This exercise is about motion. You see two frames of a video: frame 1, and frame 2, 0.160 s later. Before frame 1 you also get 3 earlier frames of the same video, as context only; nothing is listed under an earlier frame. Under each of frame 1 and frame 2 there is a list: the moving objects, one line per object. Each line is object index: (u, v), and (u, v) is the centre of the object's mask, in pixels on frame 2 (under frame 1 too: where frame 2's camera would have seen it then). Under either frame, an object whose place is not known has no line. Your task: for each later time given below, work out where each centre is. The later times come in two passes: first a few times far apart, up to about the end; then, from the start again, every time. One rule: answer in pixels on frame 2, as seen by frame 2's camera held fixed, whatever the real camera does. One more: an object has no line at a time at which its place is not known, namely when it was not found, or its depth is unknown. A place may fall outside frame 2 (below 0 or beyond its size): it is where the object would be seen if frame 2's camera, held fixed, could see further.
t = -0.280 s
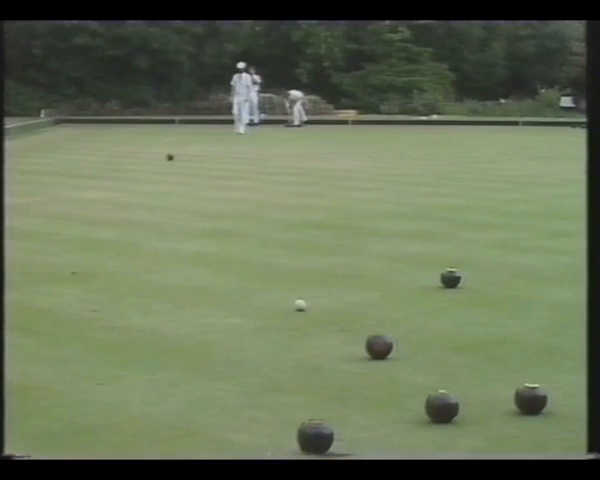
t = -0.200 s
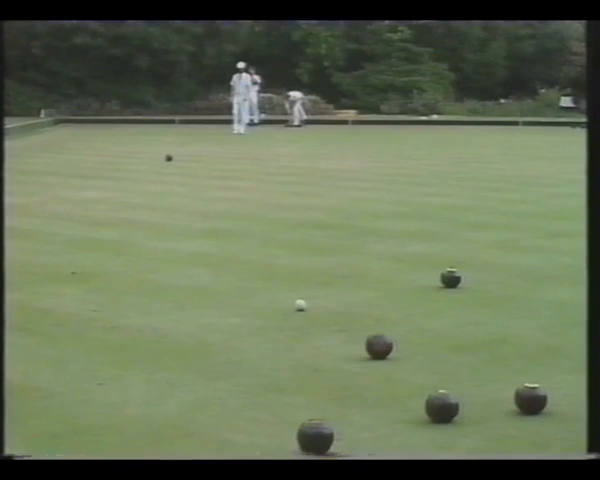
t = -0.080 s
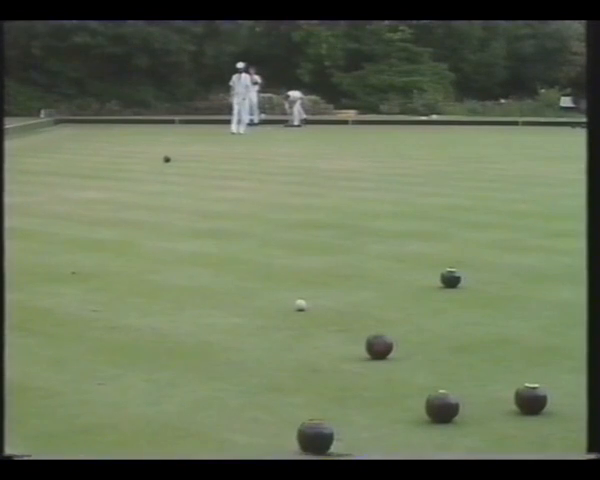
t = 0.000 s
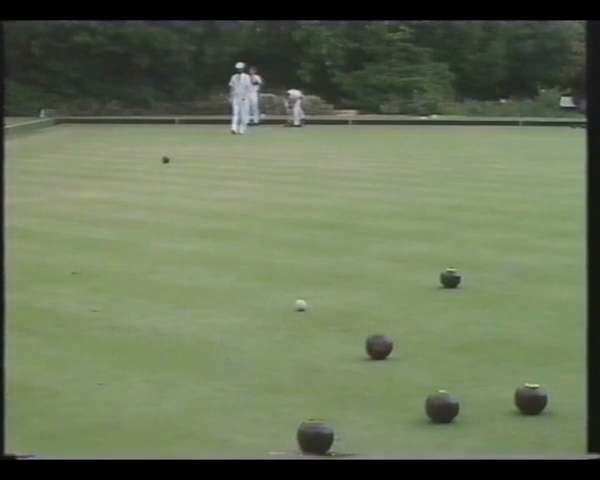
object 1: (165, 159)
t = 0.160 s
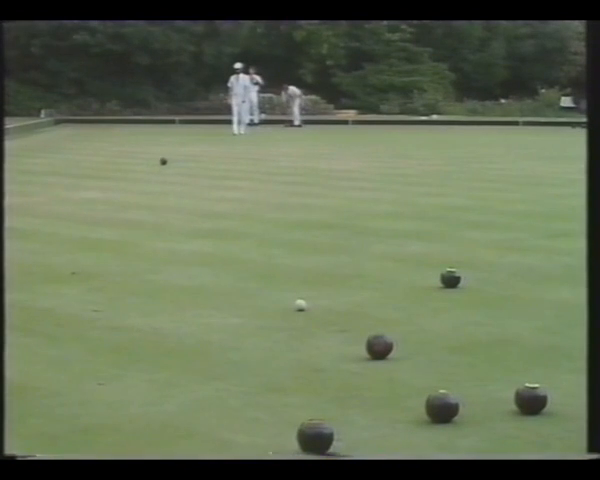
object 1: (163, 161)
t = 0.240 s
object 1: (162, 162)
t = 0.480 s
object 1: (159, 164)
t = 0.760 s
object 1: (156, 167)
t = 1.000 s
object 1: (154, 170)
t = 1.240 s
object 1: (153, 173)
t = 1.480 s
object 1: (151, 176)
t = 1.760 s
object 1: (150, 179)
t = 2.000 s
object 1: (149, 183)
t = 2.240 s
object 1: (149, 187)
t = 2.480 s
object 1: (150, 190)
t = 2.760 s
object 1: (151, 194)
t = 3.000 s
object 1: (153, 198)
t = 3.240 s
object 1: (155, 202)
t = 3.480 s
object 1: (158, 206)
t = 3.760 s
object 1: (162, 211)
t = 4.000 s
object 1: (165, 216)
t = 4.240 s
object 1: (170, 220)
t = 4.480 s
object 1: (175, 224)
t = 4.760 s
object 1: (182, 230)
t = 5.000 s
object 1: (188, 234)
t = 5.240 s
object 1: (196, 239)
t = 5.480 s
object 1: (204, 244)
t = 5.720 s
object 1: (213, 249)
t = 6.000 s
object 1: (223, 254)
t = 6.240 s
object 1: (232, 260)
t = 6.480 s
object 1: (242, 264)
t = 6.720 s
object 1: (253, 269)
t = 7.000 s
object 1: (265, 274)
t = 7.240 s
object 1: (276, 278)
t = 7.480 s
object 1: (287, 282)
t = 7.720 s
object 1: (298, 284)
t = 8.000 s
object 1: (311, 288)
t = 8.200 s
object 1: (320, 291)
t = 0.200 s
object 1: (162, 161)
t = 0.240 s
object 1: (162, 162)
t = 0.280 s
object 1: (161, 162)
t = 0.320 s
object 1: (161, 163)
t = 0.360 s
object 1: (160, 163)
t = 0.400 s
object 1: (160, 164)
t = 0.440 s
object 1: (159, 164)
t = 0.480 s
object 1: (159, 164)
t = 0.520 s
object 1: (159, 165)
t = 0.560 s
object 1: (158, 165)
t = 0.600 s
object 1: (157, 166)
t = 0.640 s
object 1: (157, 166)
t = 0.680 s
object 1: (157, 167)
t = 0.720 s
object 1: (156, 167)
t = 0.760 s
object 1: (156, 167)
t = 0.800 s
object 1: (156, 168)
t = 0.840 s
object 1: (155, 168)
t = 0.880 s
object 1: (155, 169)
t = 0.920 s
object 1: (155, 169)
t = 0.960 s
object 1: (155, 170)
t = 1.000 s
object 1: (154, 170)
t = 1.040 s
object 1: (154, 170)
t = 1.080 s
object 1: (154, 171)
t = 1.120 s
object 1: (153, 171)
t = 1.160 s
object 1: (153, 172)
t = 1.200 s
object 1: (153, 172)
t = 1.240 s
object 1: (153, 173)
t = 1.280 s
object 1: (152, 173)
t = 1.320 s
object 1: (152, 174)
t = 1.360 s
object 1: (152, 174)
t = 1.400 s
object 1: (152, 175)
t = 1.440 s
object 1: (151, 175)
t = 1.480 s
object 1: (151, 176)
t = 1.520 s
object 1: (151, 176)
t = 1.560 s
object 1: (151, 177)
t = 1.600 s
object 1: (150, 177)
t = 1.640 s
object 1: (151, 178)
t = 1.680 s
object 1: (150, 178)
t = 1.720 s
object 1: (150, 179)
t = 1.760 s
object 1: (150, 179)
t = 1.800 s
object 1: (150, 180)
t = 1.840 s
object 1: (150, 180)
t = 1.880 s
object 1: (150, 181)
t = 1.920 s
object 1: (149, 182)
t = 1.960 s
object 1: (149, 182)
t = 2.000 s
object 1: (149, 183)
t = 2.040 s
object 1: (149, 184)
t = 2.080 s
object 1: (149, 184)
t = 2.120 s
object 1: (149, 185)
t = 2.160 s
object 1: (149, 185)
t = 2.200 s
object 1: (149, 186)
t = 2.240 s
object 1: (149, 187)
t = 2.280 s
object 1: (149, 187)
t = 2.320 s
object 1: (149, 188)
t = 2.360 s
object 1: (149, 189)
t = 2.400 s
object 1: (150, 189)
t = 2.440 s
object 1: (149, 190)
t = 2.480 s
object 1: (150, 190)
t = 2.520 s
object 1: (150, 191)
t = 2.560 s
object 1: (150, 191)
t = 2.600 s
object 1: (151, 192)
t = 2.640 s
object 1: (151, 192)
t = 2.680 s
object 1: (150, 193)
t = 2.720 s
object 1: (151, 194)
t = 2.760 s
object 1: (151, 194)
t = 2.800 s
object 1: (151, 195)
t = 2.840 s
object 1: (152, 196)
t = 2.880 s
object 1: (152, 196)
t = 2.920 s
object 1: (152, 197)
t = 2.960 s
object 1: (152, 198)
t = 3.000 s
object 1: (153, 198)
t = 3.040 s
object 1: (153, 199)
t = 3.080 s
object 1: (154, 200)
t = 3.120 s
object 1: (154, 200)
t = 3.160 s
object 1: (154, 201)
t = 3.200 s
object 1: (154, 202)
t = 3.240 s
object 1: (155, 202)
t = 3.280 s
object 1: (156, 203)
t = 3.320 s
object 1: (156, 204)
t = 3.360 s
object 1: (157, 204)
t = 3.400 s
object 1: (157, 205)
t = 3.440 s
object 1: (157, 206)
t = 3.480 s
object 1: (158, 206)
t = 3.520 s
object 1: (158, 207)
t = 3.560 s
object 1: (159, 207)
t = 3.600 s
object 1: (160, 208)
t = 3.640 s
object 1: (160, 209)
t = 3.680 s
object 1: (161, 210)
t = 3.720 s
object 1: (161, 211)
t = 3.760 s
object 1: (162, 211)
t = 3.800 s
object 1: (162, 211)
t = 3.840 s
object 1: (163, 212)
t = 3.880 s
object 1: (163, 213)
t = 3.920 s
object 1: (164, 214)
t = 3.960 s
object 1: (165, 215)
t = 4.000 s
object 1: (165, 216)
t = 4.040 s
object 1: (166, 216)
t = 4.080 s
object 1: (167, 217)
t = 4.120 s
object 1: (167, 218)
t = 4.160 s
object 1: (168, 219)
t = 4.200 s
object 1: (169, 219)
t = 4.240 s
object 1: (170, 220)
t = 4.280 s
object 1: (170, 221)
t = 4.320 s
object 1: (171, 221)
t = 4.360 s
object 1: (172, 222)
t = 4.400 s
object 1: (173, 223)
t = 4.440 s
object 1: (174, 224)
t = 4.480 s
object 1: (175, 224)
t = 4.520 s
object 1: (176, 225)
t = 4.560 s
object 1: (177, 226)
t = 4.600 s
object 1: (178, 227)
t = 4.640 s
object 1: (179, 227)
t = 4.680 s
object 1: (179, 228)
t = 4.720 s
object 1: (180, 229)
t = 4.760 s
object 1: (182, 230)
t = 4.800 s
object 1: (183, 230)
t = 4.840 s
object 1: (184, 231)
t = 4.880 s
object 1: (184, 232)
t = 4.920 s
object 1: (186, 233)
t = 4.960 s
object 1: (187, 234)
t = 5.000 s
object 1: (188, 234)
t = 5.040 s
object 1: (189, 235)
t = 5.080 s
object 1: (190, 236)
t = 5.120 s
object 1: (192, 237)
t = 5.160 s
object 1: (193, 238)
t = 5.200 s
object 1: (194, 239)
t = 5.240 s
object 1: (196, 239)
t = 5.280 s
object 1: (197, 240)
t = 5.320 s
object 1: (198, 241)
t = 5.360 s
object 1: (200, 242)
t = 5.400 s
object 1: (201, 243)
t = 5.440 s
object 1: (202, 243)
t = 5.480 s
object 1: (204, 244)
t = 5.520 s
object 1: (205, 245)
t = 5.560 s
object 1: (207, 246)
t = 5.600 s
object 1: (208, 246)
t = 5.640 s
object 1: (210, 247)
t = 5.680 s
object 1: (211, 248)
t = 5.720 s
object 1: (213, 249)
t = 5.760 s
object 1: (214, 250)
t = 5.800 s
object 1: (215, 251)
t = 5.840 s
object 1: (217, 251)
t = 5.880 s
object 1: (219, 252)
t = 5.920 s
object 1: (220, 253)
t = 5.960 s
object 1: (222, 254)
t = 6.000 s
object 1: (223, 254)
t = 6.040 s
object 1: (224, 255)
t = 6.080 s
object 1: (226, 256)
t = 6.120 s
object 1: (227, 257)
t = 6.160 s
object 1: (229, 258)
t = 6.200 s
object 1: (231, 259)
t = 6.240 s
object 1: (232, 260)
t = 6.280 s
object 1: (234, 260)
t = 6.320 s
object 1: (236, 261)
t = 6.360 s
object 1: (237, 262)
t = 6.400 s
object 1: (239, 263)
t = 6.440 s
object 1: (240, 263)
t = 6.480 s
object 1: (242, 264)
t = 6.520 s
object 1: (244, 265)
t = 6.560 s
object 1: (246, 266)
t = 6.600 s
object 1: (247, 267)
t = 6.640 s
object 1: (249, 267)
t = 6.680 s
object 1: (251, 268)
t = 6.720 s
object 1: (253, 269)
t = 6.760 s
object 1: (254, 269)
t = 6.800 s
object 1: (256, 270)
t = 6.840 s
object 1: (258, 271)
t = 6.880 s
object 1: (259, 272)
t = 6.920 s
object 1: (261, 272)
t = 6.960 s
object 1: (263, 273)
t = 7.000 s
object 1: (265, 274)
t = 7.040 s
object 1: (267, 274)
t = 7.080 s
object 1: (269, 275)
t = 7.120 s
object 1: (271, 276)
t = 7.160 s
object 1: (272, 277)
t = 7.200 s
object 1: (275, 277)
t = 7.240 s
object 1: (276, 278)
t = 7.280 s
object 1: (278, 278)
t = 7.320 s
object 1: (280, 279)
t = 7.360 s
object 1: (282, 280)
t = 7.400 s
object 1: (284, 280)
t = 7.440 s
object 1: (285, 281)
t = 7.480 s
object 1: (287, 282)
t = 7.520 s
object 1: (289, 282)
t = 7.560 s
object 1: (291, 282)
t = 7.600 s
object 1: (293, 283)
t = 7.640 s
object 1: (295, 284)
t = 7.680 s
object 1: (296, 285)
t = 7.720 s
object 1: (298, 284)
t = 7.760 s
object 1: (300, 286)
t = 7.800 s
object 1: (302, 286)
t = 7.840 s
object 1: (304, 286)
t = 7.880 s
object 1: (305, 287)
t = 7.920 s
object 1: (308, 287)
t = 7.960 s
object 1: (310, 288)
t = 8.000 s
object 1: (311, 288)
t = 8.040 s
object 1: (313, 289)
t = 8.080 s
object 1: (315, 290)
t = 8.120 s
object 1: (317, 290)
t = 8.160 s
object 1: (318, 290)
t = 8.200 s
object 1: (320, 291)
